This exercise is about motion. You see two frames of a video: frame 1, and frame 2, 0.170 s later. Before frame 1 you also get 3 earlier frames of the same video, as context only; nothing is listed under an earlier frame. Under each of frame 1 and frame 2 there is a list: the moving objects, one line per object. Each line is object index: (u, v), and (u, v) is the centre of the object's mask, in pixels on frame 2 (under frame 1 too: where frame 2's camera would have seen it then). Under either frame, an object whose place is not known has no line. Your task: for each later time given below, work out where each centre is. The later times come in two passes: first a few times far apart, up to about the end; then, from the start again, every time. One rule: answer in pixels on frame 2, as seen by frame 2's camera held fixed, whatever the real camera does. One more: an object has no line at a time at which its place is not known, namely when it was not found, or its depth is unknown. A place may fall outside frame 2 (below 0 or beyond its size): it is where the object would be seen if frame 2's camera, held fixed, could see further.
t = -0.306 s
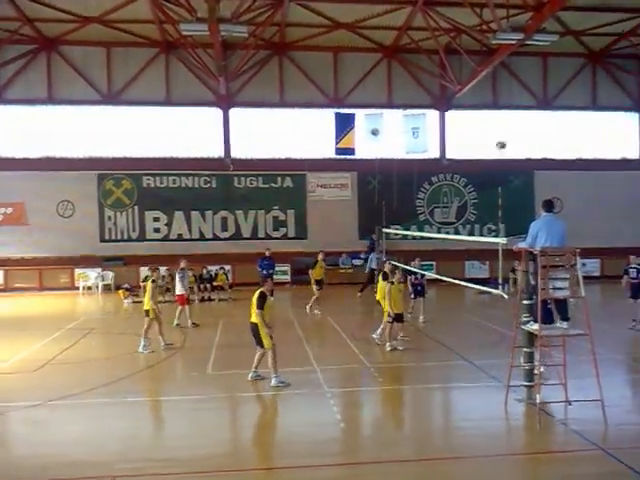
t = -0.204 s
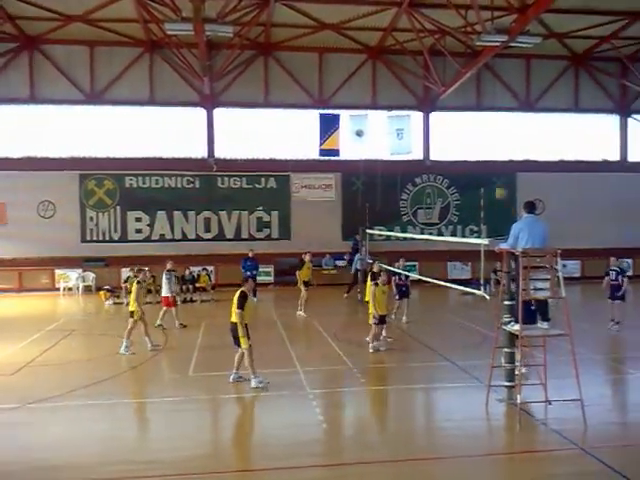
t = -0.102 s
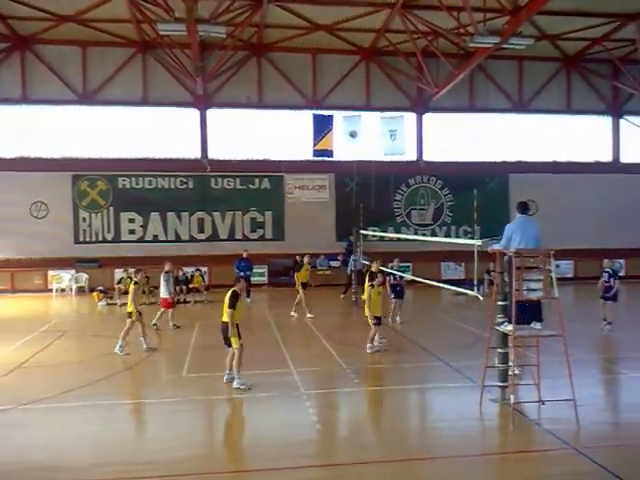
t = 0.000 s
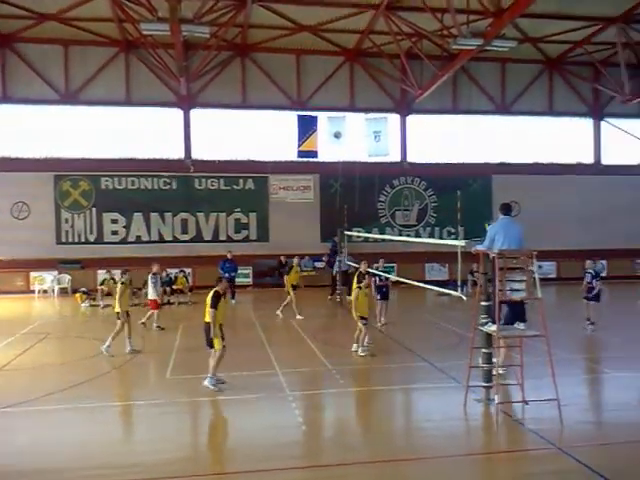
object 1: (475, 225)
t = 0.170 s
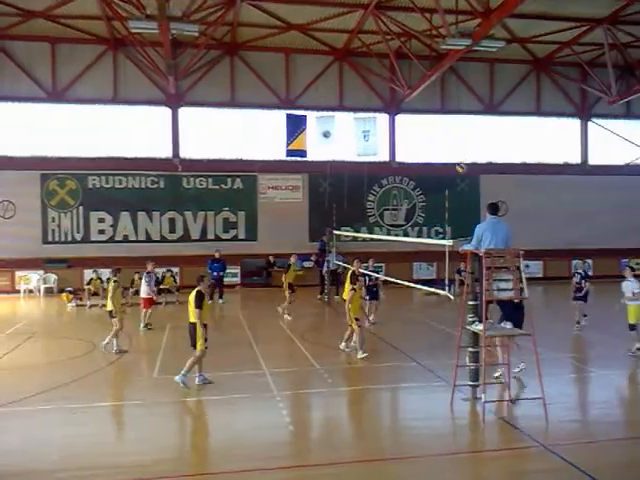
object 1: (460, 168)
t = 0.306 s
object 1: (449, 134)
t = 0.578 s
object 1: (426, 103)
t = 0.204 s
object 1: (458, 158)
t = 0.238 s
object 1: (455, 149)
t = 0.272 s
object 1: (452, 142)
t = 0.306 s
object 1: (449, 134)
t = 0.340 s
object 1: (446, 128)
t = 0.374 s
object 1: (443, 122)
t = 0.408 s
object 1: (440, 118)
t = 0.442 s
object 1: (437, 113)
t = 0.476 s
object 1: (435, 110)
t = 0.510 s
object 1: (432, 107)
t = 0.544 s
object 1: (429, 104)
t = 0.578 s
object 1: (426, 103)
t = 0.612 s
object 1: (424, 101)
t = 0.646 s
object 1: (419, 99)
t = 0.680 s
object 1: (417, 99)
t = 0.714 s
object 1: (415, 99)
